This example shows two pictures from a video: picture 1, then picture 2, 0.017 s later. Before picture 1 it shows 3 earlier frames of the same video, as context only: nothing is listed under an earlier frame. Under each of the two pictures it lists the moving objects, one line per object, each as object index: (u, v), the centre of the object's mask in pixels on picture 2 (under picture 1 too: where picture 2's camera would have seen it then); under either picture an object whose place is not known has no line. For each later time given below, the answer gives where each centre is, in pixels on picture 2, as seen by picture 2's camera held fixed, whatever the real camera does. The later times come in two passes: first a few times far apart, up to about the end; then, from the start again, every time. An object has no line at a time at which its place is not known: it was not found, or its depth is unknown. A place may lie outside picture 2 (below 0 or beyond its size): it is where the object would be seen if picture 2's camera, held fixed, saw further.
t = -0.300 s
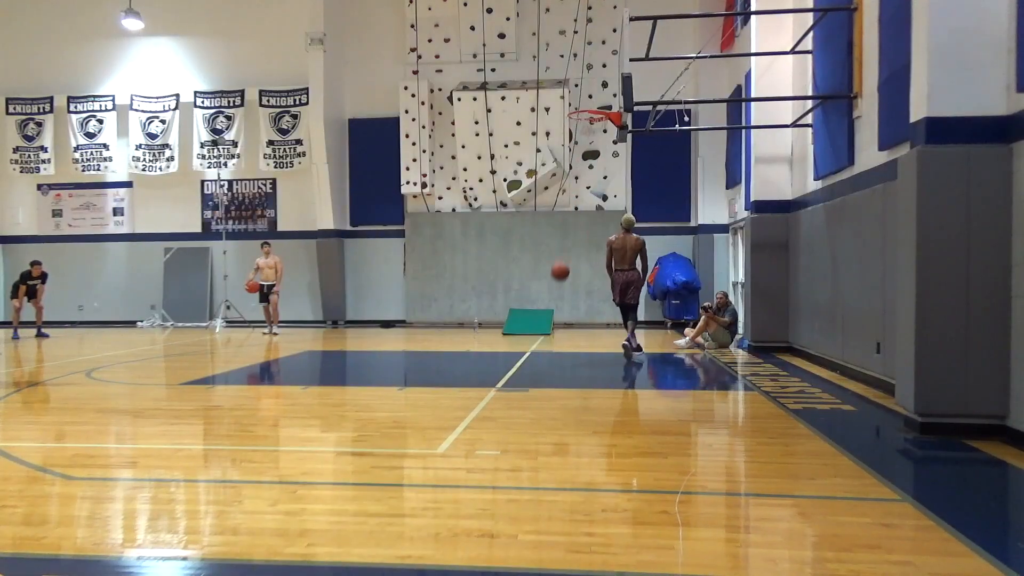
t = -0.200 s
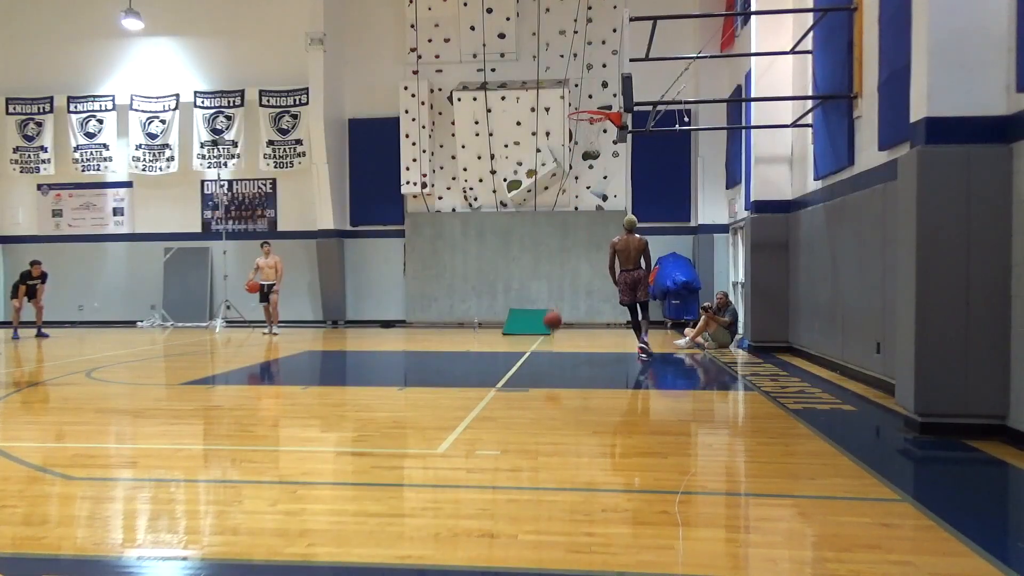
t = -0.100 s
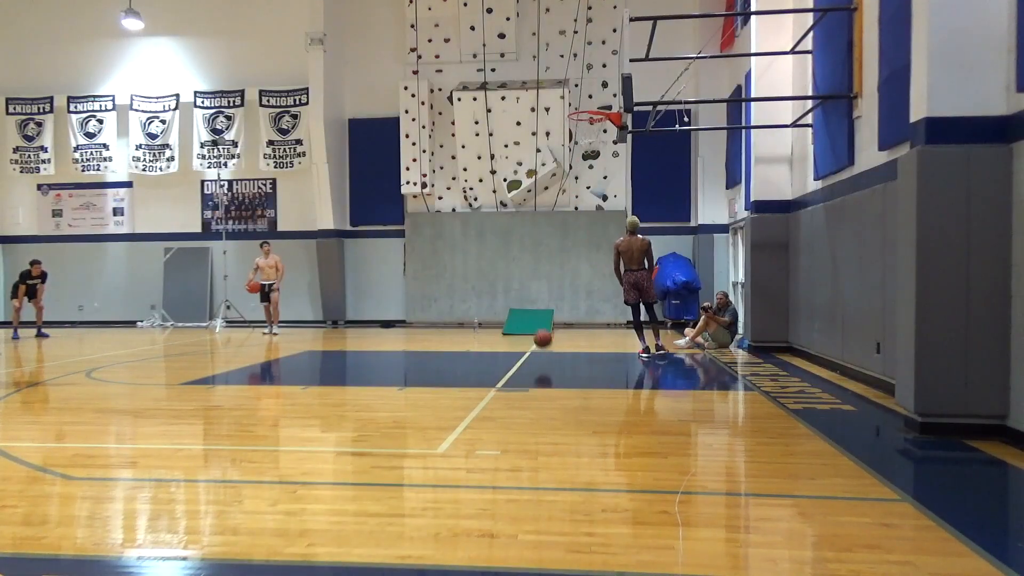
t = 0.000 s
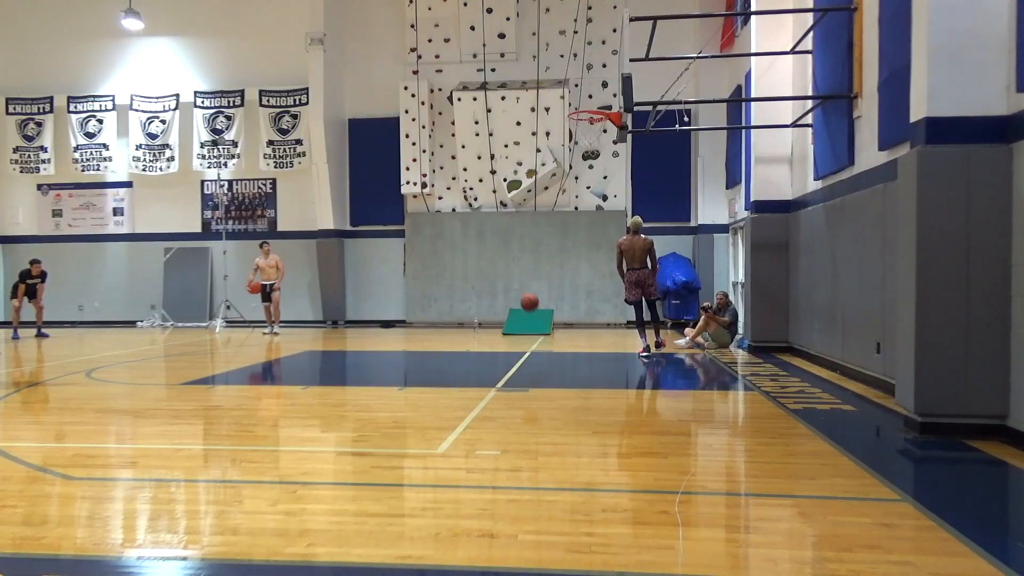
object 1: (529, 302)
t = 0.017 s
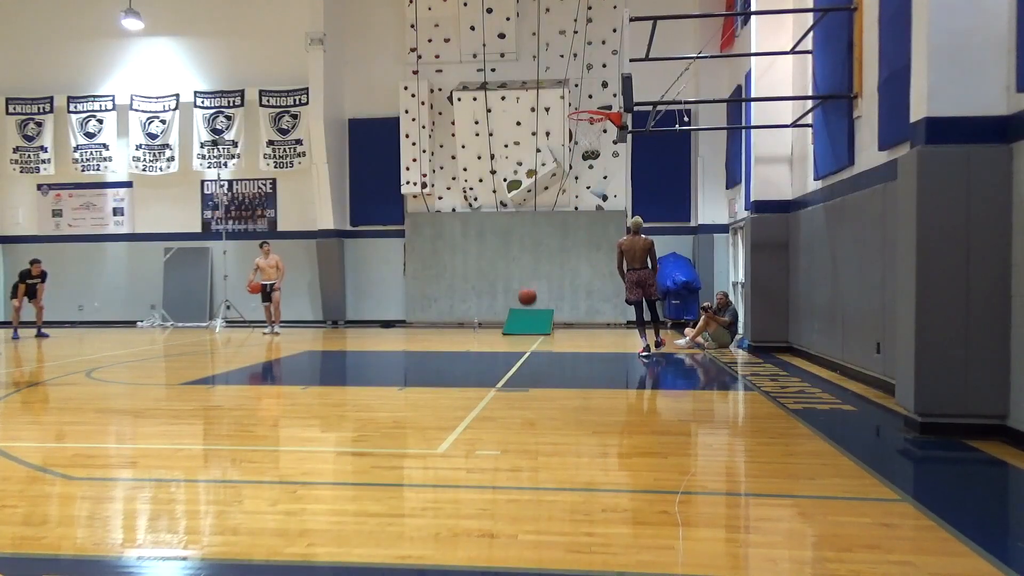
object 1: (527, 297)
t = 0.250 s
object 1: (496, 242)
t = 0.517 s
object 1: (461, 231)
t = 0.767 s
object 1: (428, 269)
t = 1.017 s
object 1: (396, 355)
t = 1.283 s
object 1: (366, 290)
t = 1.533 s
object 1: (339, 275)
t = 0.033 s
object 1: (525, 291)
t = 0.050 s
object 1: (523, 287)
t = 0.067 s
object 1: (521, 282)
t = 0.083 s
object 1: (519, 277)
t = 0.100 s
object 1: (516, 273)
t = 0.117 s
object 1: (514, 269)
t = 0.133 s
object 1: (512, 265)
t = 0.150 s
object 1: (509, 261)
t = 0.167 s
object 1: (507, 257)
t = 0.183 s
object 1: (505, 254)
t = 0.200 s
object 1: (503, 251)
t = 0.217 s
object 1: (501, 248)
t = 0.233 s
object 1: (498, 245)
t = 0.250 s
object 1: (496, 242)
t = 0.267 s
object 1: (494, 240)
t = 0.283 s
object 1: (491, 238)
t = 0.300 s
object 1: (489, 236)
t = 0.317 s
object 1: (487, 234)
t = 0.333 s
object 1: (485, 233)
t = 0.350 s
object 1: (483, 231)
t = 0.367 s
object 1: (480, 230)
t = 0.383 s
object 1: (478, 230)
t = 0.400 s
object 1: (476, 229)
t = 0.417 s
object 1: (474, 228)
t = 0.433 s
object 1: (471, 228)
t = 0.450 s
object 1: (470, 228)
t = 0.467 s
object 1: (467, 228)
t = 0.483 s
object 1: (465, 229)
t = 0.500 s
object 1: (463, 230)
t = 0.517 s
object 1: (461, 231)
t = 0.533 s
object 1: (459, 231)
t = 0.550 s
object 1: (456, 233)
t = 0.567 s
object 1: (454, 234)
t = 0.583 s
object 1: (452, 236)
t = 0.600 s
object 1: (450, 238)
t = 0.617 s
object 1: (448, 240)
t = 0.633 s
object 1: (445, 243)
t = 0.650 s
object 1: (443, 245)
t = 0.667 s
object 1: (441, 248)
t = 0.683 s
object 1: (439, 251)
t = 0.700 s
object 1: (437, 254)
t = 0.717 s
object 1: (434, 257)
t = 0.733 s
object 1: (432, 261)
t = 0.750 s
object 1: (430, 265)
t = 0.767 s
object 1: (428, 269)
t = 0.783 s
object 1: (426, 273)
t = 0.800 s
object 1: (424, 277)
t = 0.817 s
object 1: (422, 282)
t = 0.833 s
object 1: (419, 287)
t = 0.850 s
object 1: (417, 292)
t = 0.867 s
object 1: (415, 298)
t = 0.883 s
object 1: (413, 303)
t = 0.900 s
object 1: (411, 309)
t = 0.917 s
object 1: (409, 315)
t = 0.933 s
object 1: (407, 321)
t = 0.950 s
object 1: (404, 327)
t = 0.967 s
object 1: (402, 334)
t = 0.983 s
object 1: (400, 341)
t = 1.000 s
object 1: (398, 348)
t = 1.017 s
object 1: (396, 355)
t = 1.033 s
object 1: (394, 350)
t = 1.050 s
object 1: (392, 344)
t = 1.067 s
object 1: (390, 339)
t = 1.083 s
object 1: (388, 334)
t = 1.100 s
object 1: (386, 329)
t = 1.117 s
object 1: (385, 324)
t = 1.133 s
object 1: (383, 320)
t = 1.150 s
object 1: (381, 316)
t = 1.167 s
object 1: (379, 311)
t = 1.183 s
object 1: (377, 308)
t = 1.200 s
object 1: (375, 304)
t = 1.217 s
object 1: (373, 301)
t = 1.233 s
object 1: (372, 297)
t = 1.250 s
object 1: (370, 295)
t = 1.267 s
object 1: (368, 292)
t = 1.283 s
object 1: (366, 290)
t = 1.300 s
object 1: (364, 287)
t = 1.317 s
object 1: (362, 285)
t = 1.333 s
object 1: (361, 282)
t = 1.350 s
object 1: (359, 281)
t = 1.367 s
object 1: (357, 279)
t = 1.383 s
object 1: (355, 278)
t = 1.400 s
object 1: (353, 277)
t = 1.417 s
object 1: (352, 276)
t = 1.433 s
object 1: (350, 275)
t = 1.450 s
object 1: (348, 274)
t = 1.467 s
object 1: (346, 274)
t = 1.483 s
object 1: (344, 274)
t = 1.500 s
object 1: (342, 274)
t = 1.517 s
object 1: (341, 275)
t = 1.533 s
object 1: (339, 275)
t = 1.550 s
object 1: (337, 276)
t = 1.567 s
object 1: (335, 277)
